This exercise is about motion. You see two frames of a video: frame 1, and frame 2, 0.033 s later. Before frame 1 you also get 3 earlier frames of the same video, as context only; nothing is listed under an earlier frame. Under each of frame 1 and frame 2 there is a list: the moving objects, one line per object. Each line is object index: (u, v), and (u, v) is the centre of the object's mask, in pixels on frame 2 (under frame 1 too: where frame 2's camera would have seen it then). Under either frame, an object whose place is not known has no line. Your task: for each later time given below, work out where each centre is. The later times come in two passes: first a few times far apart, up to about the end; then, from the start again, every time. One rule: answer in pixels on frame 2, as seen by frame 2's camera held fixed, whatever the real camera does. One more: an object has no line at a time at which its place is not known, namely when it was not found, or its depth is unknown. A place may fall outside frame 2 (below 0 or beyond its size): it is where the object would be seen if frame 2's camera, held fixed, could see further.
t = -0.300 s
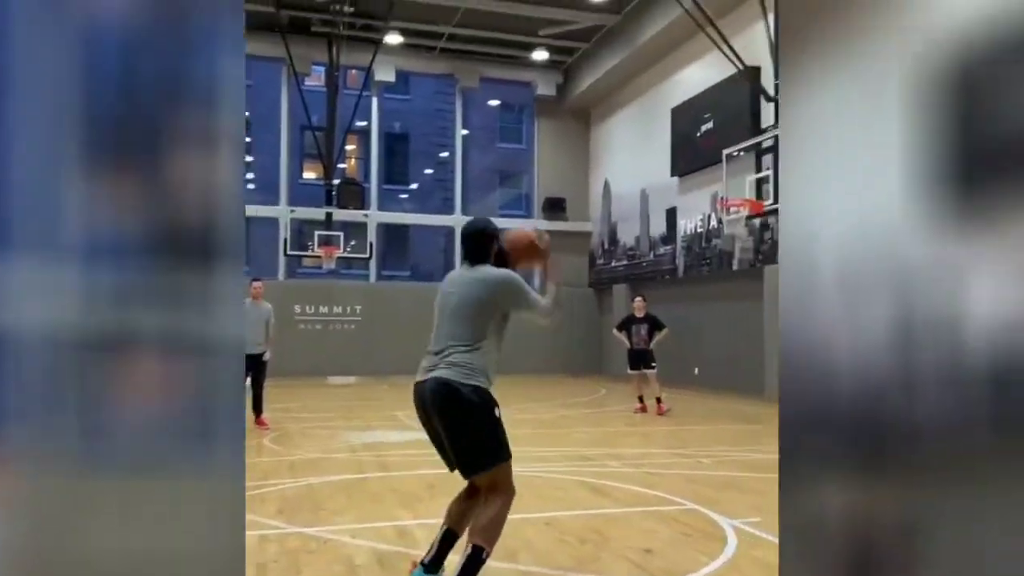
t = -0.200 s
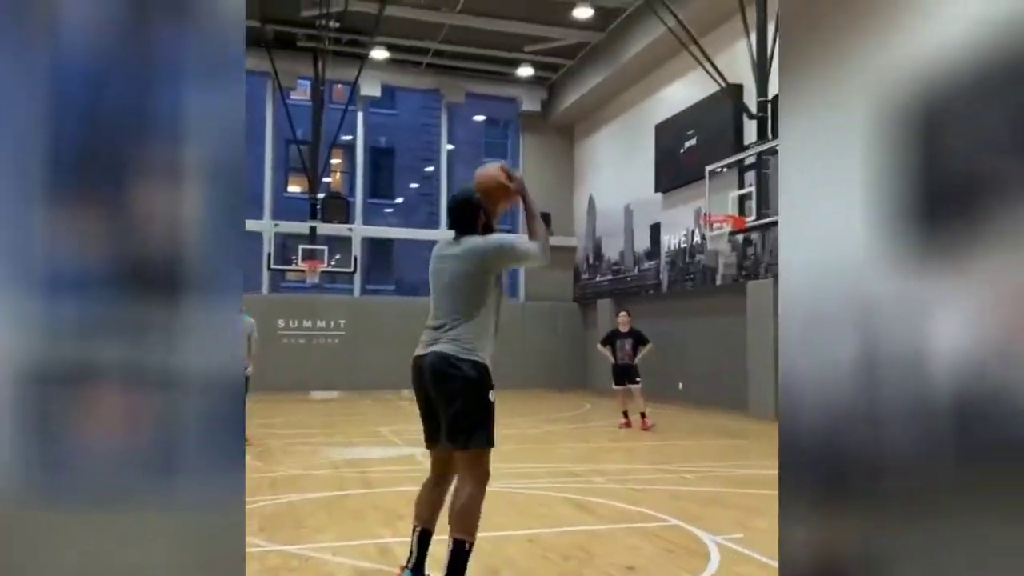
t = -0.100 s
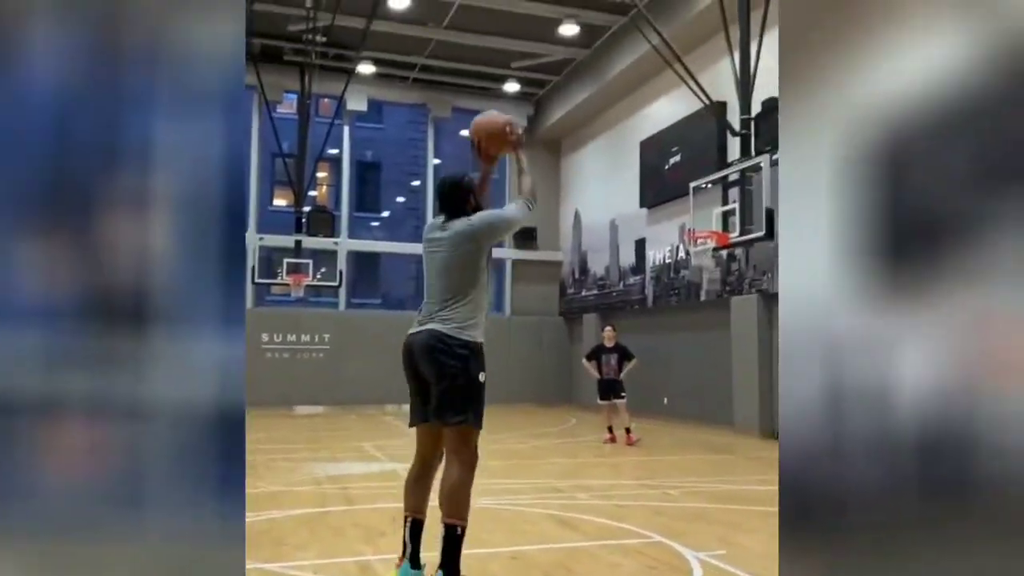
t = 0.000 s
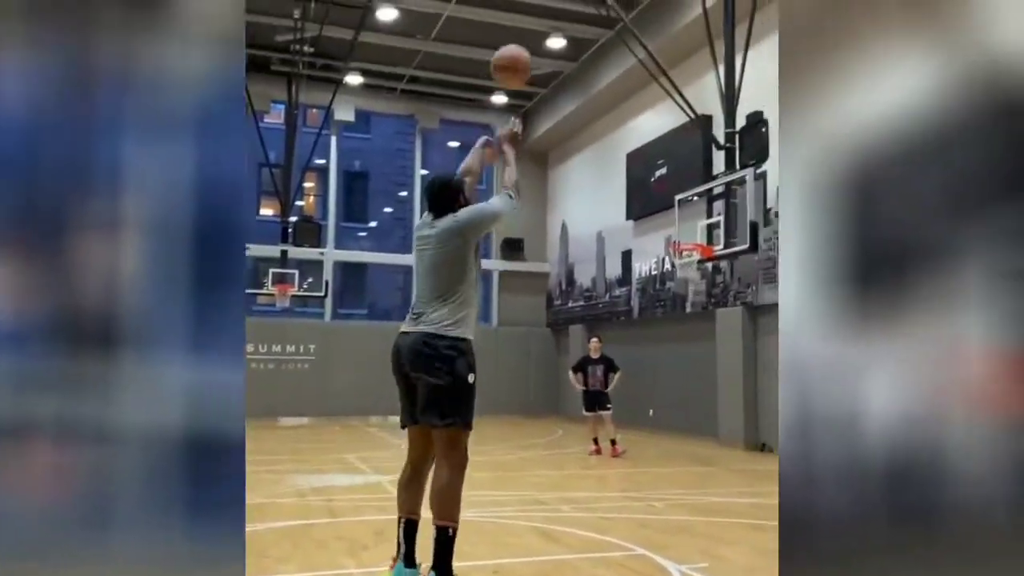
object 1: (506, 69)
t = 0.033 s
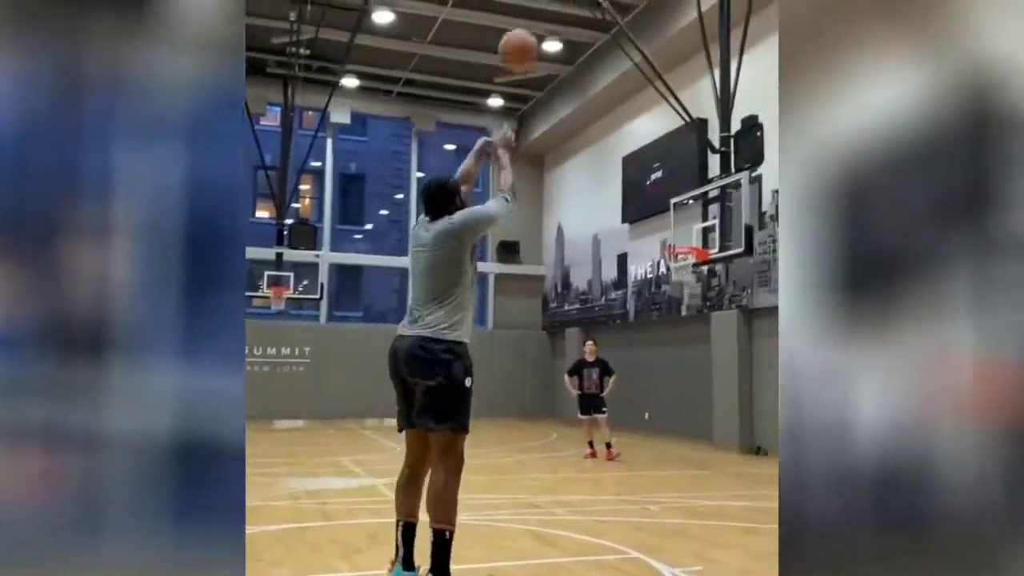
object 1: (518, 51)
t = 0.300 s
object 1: (578, -6)
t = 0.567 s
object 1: (615, 13)
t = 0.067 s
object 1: (528, 35)
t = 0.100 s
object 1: (537, 21)
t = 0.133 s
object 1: (546, 11)
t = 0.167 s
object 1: (553, 5)
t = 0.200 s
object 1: (560, 0)
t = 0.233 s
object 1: (566, -3)
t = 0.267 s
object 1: (572, -5)
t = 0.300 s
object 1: (578, -6)
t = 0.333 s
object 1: (584, -6)
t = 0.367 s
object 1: (588, -6)
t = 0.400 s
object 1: (592, -6)
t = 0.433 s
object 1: (596, -4)
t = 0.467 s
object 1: (602, -1)
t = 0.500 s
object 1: (607, 1)
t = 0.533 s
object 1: (611, 6)
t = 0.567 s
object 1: (615, 13)
